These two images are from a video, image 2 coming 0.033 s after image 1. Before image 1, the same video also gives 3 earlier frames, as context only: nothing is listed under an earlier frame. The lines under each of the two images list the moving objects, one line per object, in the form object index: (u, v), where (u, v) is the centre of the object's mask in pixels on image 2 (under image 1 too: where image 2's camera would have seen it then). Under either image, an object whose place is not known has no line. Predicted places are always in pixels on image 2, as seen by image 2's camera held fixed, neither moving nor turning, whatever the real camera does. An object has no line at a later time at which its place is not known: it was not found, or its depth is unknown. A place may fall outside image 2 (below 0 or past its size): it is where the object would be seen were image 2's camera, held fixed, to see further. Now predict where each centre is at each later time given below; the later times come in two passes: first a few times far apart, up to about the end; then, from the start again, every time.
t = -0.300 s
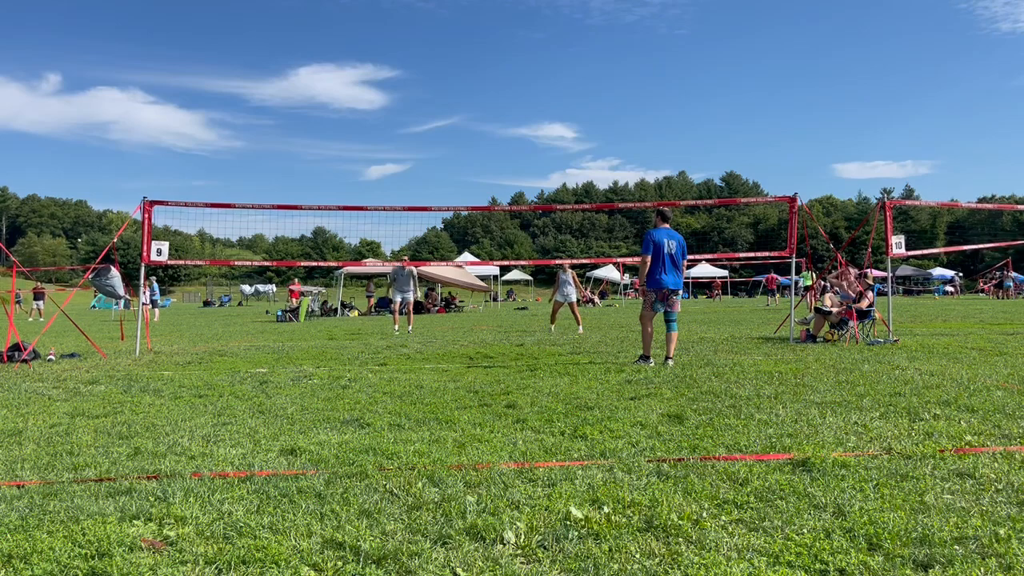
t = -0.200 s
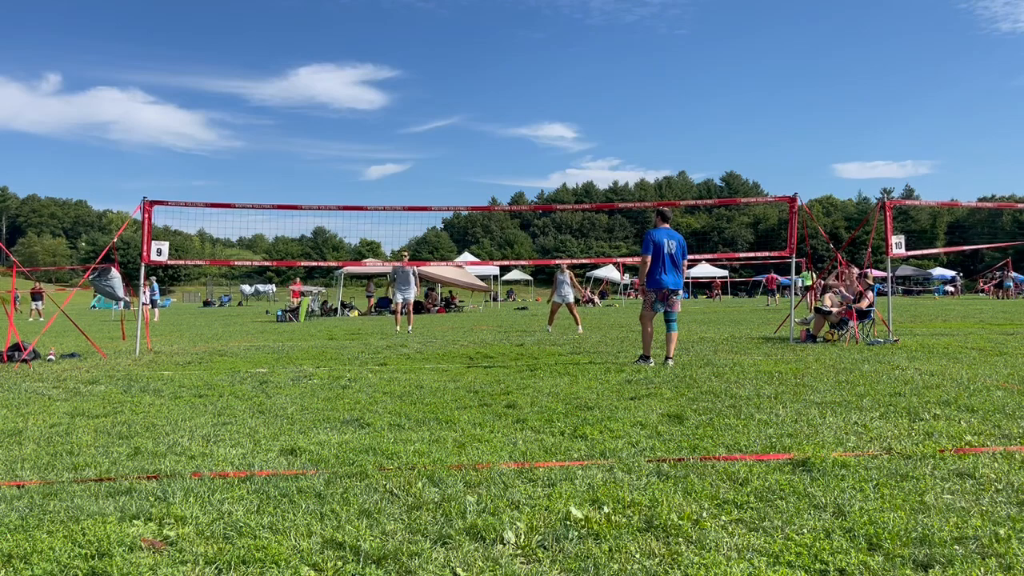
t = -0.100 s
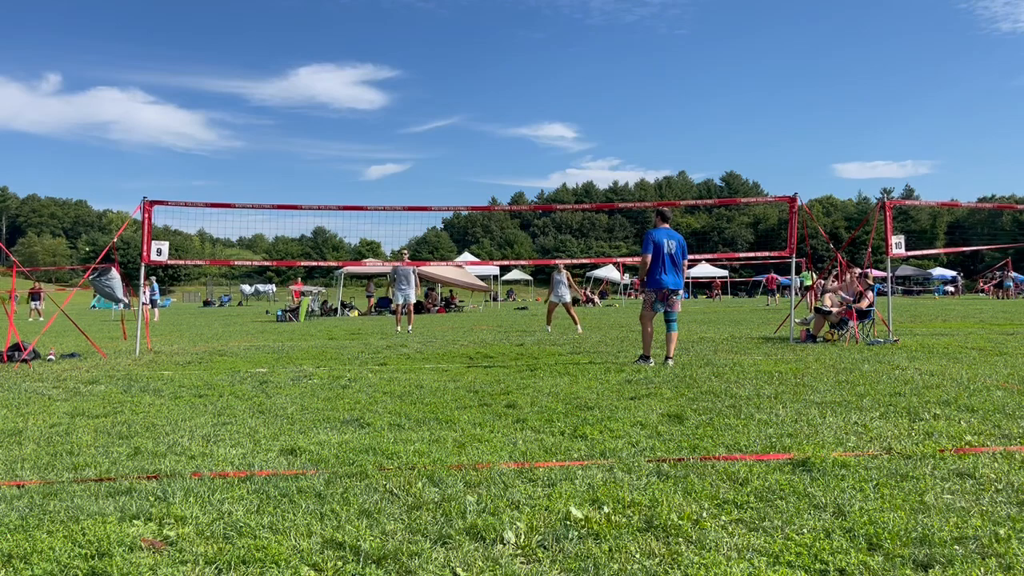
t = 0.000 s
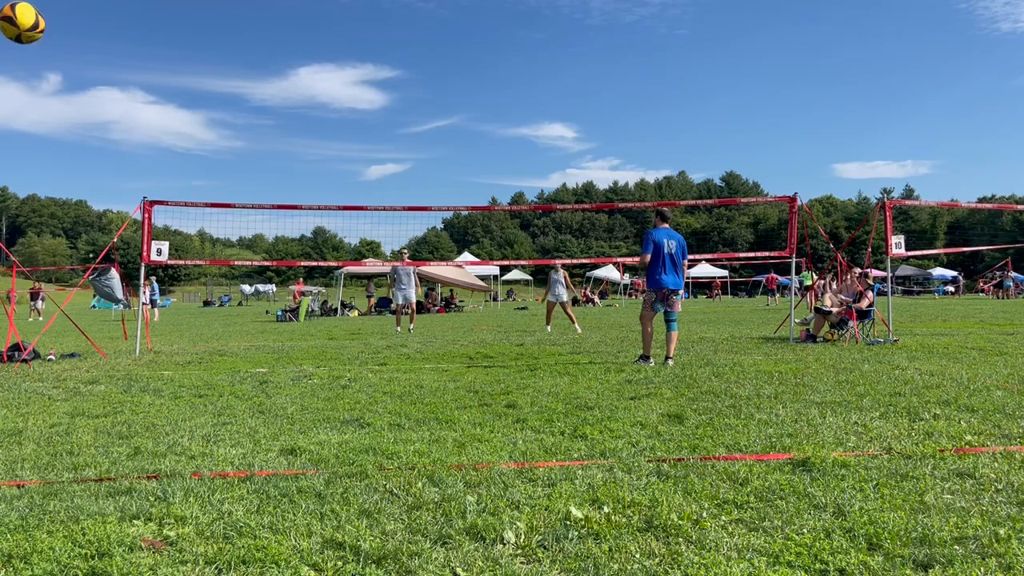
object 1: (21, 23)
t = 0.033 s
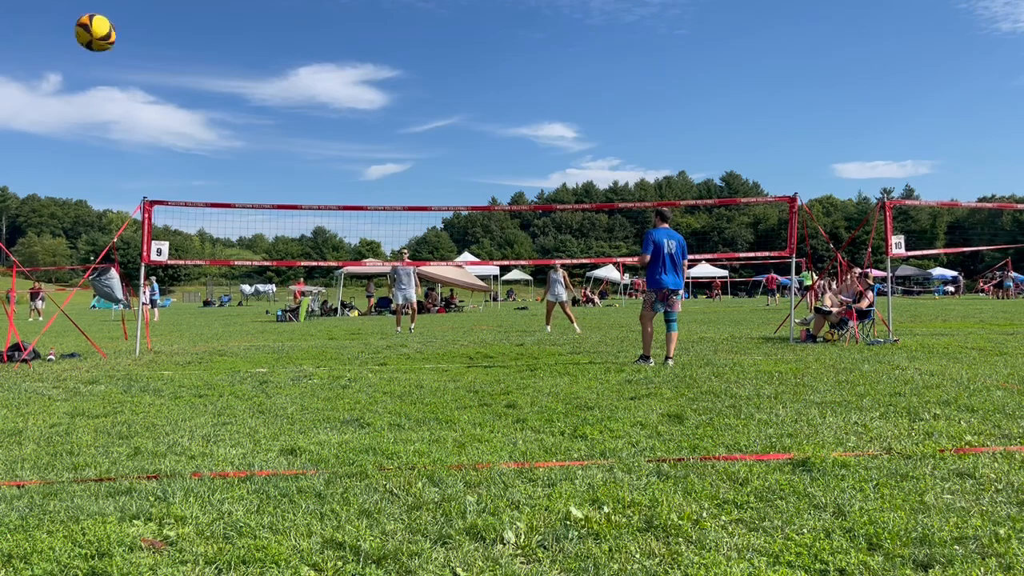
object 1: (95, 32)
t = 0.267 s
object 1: (359, 94)
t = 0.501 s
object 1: (470, 155)
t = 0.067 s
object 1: (155, 42)
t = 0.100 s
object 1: (204, 51)
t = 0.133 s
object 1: (245, 59)
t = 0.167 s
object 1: (280, 68)
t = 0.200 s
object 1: (310, 77)
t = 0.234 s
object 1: (336, 85)
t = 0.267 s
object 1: (359, 94)
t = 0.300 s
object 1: (380, 103)
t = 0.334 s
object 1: (398, 112)
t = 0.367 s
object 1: (415, 121)
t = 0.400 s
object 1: (431, 129)
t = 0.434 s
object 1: (445, 138)
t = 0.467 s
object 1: (458, 146)
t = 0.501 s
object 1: (470, 155)
